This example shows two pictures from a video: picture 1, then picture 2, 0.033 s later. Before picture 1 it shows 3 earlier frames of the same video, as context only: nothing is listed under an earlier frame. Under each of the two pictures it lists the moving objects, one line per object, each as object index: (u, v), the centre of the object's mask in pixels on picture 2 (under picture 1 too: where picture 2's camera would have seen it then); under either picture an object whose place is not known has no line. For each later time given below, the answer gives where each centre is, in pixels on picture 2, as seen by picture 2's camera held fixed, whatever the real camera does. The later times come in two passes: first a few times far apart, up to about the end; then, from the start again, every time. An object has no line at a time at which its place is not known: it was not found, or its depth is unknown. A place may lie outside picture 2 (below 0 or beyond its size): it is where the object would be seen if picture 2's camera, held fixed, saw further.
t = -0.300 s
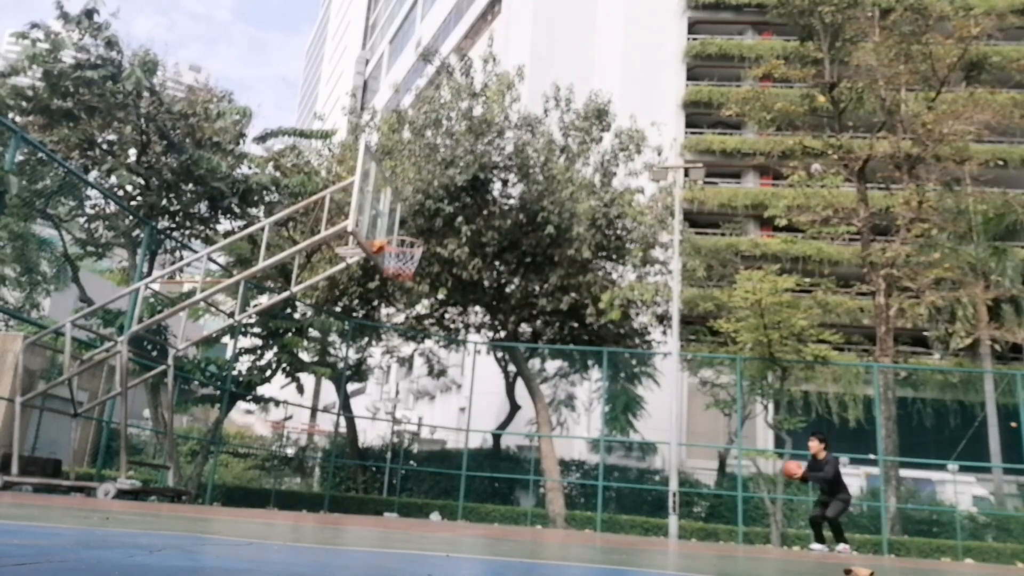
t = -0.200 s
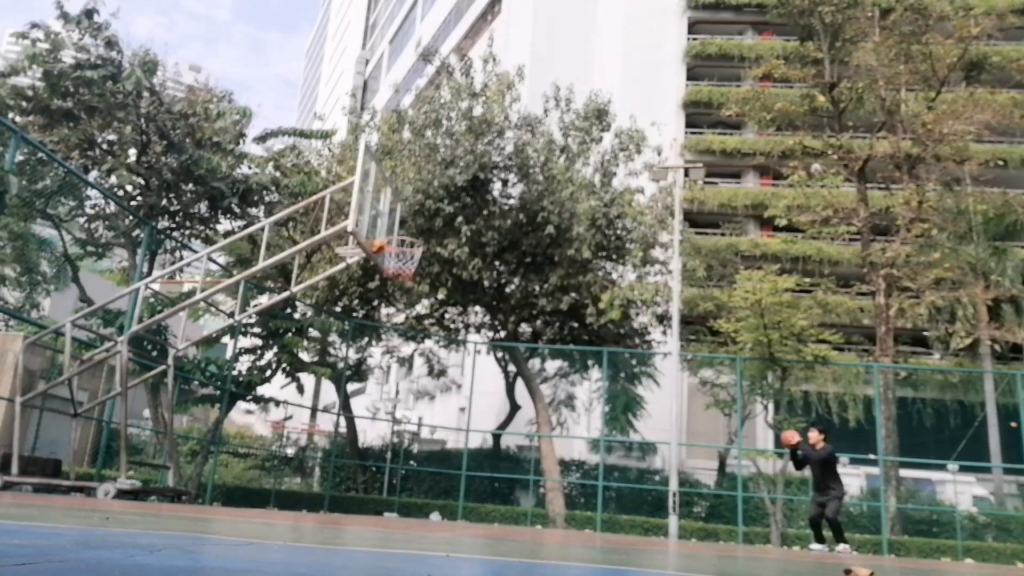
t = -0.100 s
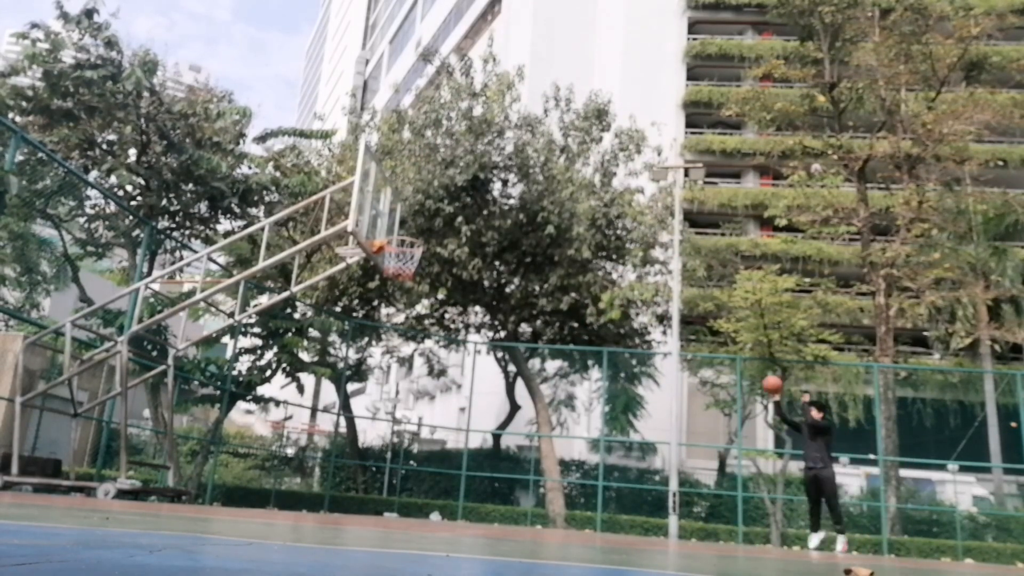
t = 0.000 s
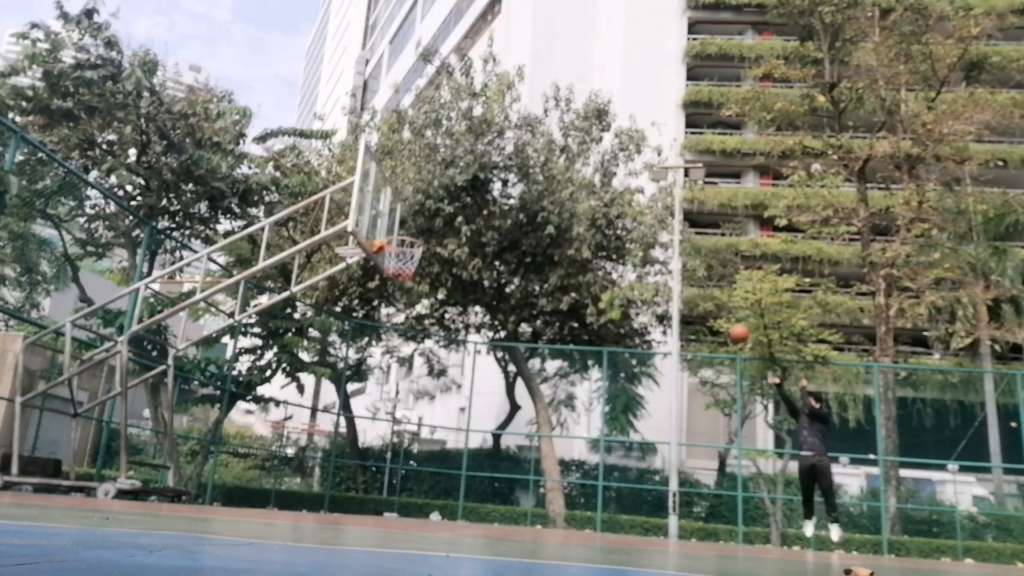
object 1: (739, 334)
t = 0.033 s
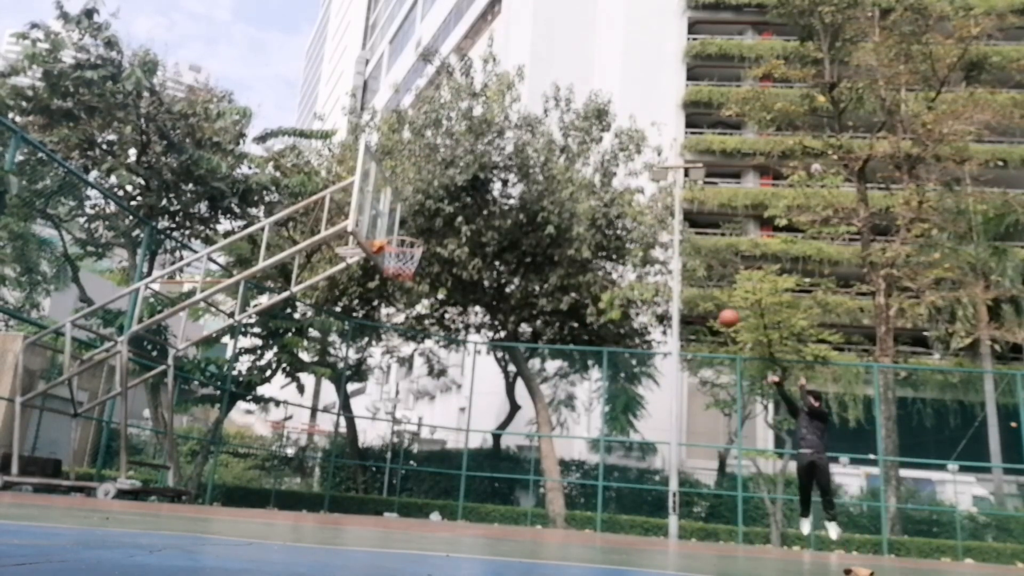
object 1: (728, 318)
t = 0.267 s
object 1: (654, 234)
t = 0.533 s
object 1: (567, 183)
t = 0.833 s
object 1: (461, 183)
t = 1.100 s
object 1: (407, 232)
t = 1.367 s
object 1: (383, 286)
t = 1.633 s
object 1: (335, 388)
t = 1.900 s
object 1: (297, 451)
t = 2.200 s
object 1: (297, 334)
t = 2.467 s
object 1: (288, 300)
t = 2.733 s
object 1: (268, 328)
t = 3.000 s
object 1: (235, 430)
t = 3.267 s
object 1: (218, 420)
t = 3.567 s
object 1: (208, 346)
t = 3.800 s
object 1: (188, 359)
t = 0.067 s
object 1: (718, 304)
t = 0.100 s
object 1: (707, 290)
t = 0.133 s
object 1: (697, 277)
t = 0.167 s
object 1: (687, 265)
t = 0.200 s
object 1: (676, 254)
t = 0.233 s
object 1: (664, 243)
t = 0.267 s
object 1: (654, 234)
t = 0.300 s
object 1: (643, 225)
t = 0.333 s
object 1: (633, 217)
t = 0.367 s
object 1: (621, 210)
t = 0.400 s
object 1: (611, 203)
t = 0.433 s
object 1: (601, 197)
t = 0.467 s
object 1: (589, 192)
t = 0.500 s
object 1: (578, 187)
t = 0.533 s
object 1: (567, 183)
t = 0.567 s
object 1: (556, 180)
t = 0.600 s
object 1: (546, 177)
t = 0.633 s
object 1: (534, 176)
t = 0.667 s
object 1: (522, 175)
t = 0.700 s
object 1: (510, 176)
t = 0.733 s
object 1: (499, 176)
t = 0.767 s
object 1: (486, 177)
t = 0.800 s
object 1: (475, 180)
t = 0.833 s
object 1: (461, 183)
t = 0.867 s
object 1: (449, 187)
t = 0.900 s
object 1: (436, 192)
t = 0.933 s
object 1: (423, 198)
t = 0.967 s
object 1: (410, 205)
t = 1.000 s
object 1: (397, 212)
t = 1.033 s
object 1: (390, 220)
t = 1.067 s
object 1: (398, 227)
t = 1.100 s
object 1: (407, 232)
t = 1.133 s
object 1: (408, 241)
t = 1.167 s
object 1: (408, 245)
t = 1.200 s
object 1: (408, 248)
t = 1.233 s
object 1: (405, 249)
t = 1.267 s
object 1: (396, 270)
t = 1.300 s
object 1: (393, 272)
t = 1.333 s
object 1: (387, 277)
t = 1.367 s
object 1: (383, 286)
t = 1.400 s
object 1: (376, 295)
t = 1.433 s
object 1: (371, 304)
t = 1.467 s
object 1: (366, 315)
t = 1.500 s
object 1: (360, 327)
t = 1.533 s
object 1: (355, 341)
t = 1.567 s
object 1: (349, 356)
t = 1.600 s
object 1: (342, 371)
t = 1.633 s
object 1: (335, 388)
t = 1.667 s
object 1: (328, 407)
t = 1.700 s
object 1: (320, 427)
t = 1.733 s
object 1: (313, 447)
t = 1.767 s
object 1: (305, 470)
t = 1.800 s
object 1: (296, 494)
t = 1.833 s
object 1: (295, 489)
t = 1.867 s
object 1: (296, 468)
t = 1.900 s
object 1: (297, 451)
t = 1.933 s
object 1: (298, 433)
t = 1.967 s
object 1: (298, 417)
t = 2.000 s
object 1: (298, 402)
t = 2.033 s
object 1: (299, 388)
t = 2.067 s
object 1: (299, 375)
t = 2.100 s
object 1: (299, 363)
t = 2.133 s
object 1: (298, 352)
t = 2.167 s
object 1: (297, 342)
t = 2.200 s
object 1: (297, 334)
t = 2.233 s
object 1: (297, 326)
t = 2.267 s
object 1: (296, 320)
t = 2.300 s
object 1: (295, 313)
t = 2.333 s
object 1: (294, 309)
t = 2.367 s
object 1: (293, 305)
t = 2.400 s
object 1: (291, 302)
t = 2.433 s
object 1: (289, 300)
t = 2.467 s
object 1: (288, 300)
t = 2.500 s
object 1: (287, 299)
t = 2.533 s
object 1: (285, 301)
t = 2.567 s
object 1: (283, 303)
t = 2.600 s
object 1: (281, 305)
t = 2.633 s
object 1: (278, 310)
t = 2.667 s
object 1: (274, 315)
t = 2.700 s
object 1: (272, 321)
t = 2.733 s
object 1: (268, 328)
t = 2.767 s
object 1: (265, 337)
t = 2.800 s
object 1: (261, 346)
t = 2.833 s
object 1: (258, 357)
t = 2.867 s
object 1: (254, 369)
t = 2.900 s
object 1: (249, 382)
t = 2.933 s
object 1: (244, 397)
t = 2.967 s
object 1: (239, 413)
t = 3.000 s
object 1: (235, 430)
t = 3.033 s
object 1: (229, 448)
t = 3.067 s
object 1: (224, 469)
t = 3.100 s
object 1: (218, 490)
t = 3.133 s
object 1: (218, 482)
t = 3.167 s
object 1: (218, 465)
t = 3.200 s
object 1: (218, 448)
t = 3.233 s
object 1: (219, 434)
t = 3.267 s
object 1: (218, 420)
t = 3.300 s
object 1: (218, 396)
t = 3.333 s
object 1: (218, 386)
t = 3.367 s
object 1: (217, 377)
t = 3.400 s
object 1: (216, 369)
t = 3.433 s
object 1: (215, 362)
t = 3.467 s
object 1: (213, 356)
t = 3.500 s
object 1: (212, 351)
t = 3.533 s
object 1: (210, 348)
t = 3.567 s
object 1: (208, 346)
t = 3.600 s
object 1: (206, 344)
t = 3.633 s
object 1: (204, 344)
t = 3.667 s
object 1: (201, 344)
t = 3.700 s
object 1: (199, 346)
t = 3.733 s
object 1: (195, 349)
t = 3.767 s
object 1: (192, 352)
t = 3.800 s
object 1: (188, 359)
